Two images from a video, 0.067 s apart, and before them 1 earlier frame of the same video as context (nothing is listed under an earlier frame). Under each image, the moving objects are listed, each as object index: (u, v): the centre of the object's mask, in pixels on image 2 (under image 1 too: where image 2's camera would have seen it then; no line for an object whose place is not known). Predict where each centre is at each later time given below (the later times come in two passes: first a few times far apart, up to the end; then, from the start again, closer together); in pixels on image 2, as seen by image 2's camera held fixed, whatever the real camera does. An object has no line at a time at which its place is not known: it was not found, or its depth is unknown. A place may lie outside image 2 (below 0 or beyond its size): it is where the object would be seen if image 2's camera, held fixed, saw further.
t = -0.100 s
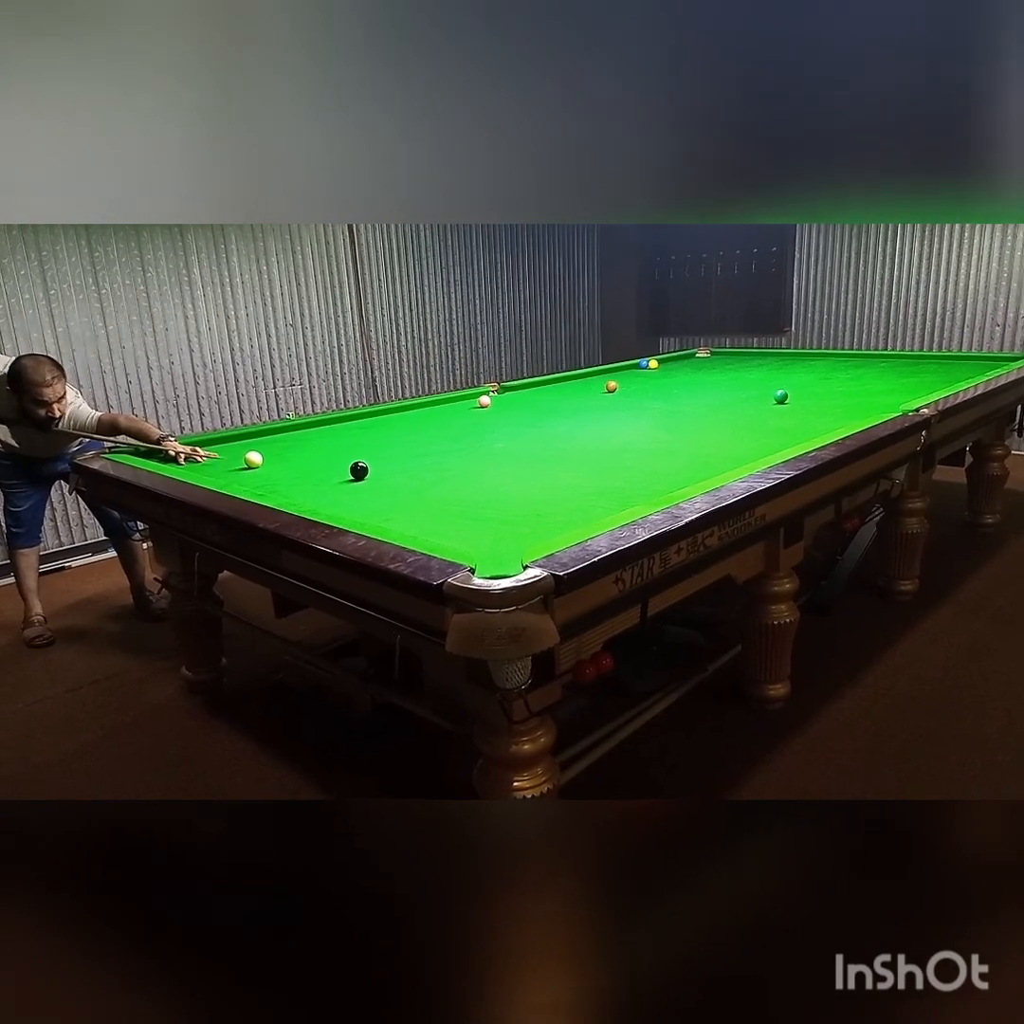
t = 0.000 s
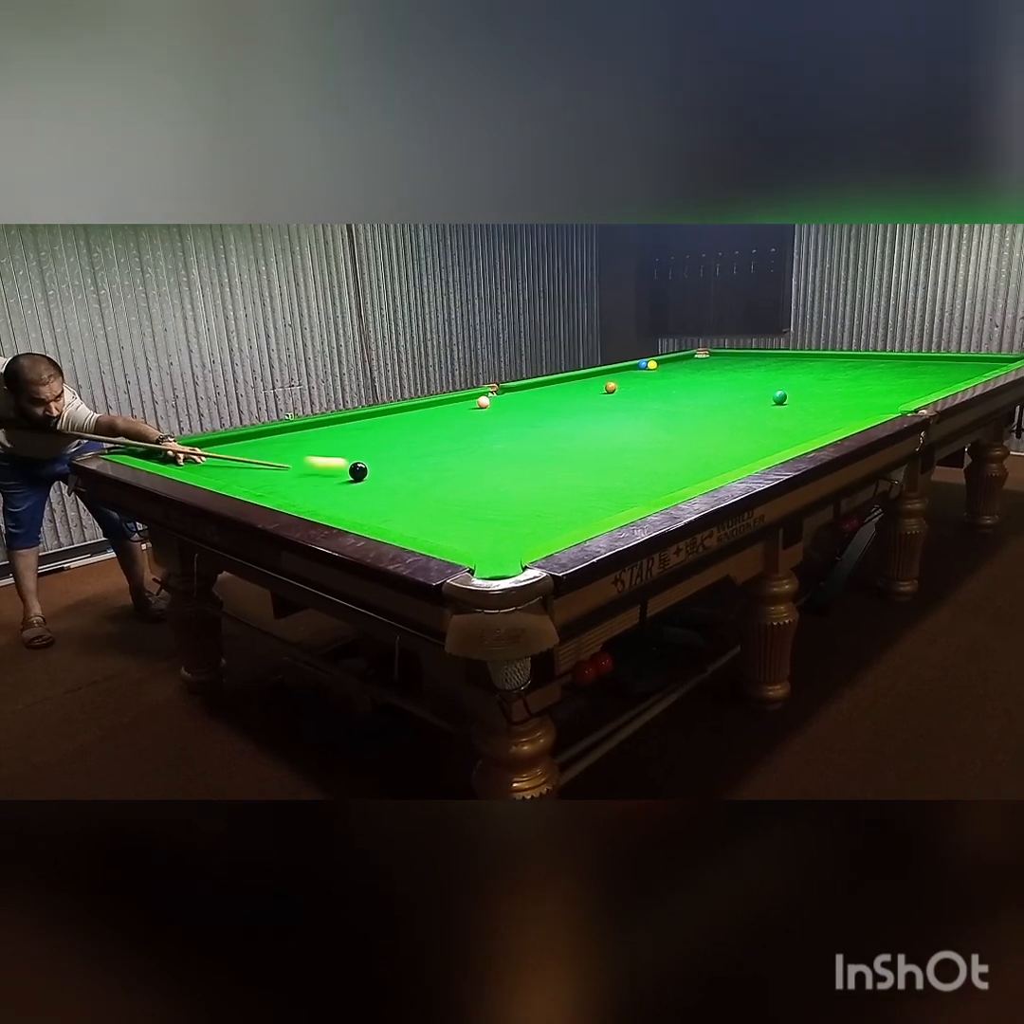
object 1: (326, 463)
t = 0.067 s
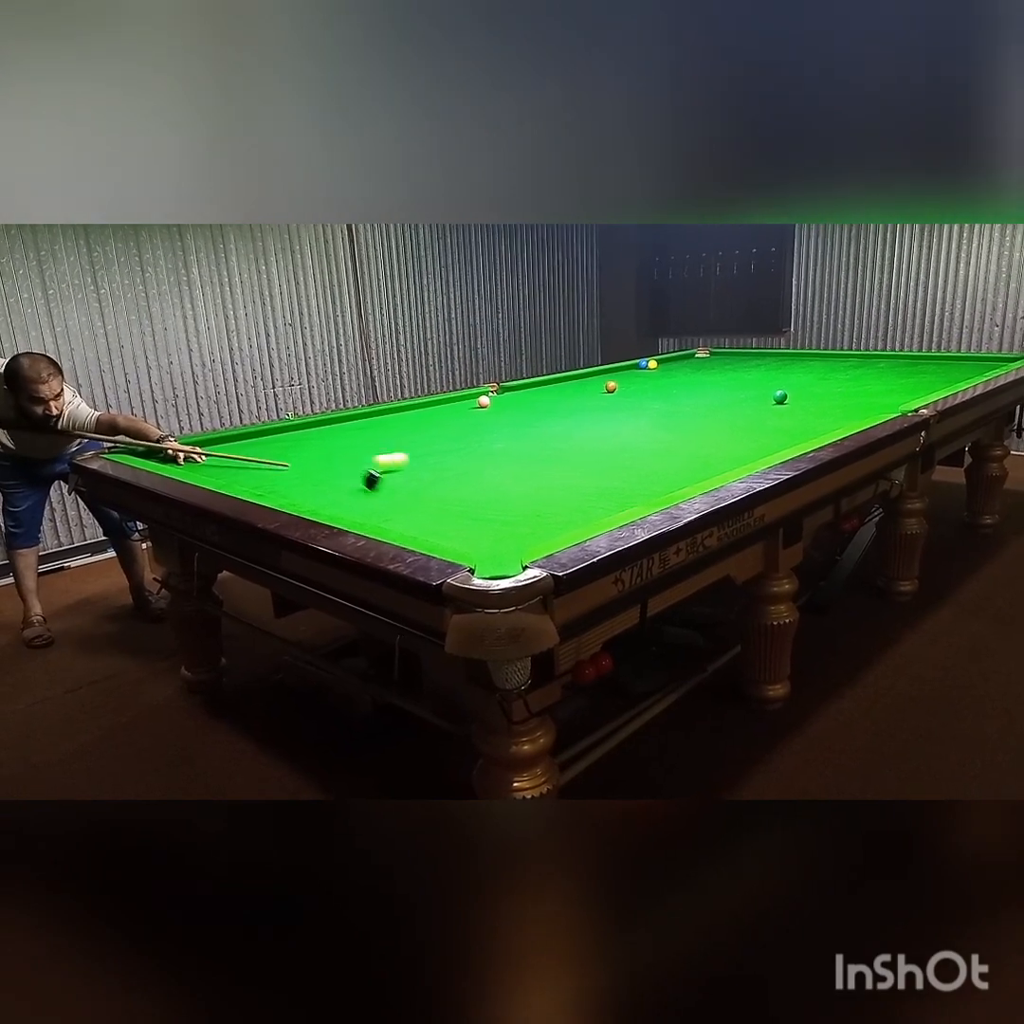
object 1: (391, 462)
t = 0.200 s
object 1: (486, 449)
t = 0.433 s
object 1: (598, 430)
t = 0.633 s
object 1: (651, 418)
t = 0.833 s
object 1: (688, 407)
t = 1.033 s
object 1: (721, 397)
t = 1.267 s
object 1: (755, 387)
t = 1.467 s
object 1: (782, 379)
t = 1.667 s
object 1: (805, 373)
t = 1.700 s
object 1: (808, 372)
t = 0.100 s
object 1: (416, 458)
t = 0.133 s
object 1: (442, 454)
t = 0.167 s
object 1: (464, 452)
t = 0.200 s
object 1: (486, 449)
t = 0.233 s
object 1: (506, 445)
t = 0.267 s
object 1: (525, 443)
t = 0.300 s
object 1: (542, 440)
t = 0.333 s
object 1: (558, 437)
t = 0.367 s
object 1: (573, 435)
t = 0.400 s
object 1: (586, 432)
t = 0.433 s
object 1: (598, 430)
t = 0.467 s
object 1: (610, 428)
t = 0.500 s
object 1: (620, 426)
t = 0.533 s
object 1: (629, 424)
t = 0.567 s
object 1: (636, 422)
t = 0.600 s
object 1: (644, 420)
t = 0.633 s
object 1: (651, 418)
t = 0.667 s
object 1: (657, 416)
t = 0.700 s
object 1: (664, 414)
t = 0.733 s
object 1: (670, 412)
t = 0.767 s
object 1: (676, 410)
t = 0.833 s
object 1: (688, 407)
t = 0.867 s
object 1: (694, 405)
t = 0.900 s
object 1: (700, 403)
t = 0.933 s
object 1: (705, 402)
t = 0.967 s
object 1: (711, 400)
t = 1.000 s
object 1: (716, 399)
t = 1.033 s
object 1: (721, 397)
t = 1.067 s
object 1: (726, 396)
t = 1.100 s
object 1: (731, 394)
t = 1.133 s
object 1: (737, 392)
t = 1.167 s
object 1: (741, 391)
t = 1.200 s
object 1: (746, 390)
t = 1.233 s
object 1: (751, 388)
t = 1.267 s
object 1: (755, 387)
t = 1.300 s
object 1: (760, 386)
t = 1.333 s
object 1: (764, 384)
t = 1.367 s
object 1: (768, 383)
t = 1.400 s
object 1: (772, 382)
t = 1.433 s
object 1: (777, 380)
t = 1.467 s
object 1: (782, 379)
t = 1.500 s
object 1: (785, 379)
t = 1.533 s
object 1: (789, 377)
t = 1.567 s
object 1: (793, 376)
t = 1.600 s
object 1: (797, 375)
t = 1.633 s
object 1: (801, 374)
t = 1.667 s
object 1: (805, 373)
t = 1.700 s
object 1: (808, 372)
